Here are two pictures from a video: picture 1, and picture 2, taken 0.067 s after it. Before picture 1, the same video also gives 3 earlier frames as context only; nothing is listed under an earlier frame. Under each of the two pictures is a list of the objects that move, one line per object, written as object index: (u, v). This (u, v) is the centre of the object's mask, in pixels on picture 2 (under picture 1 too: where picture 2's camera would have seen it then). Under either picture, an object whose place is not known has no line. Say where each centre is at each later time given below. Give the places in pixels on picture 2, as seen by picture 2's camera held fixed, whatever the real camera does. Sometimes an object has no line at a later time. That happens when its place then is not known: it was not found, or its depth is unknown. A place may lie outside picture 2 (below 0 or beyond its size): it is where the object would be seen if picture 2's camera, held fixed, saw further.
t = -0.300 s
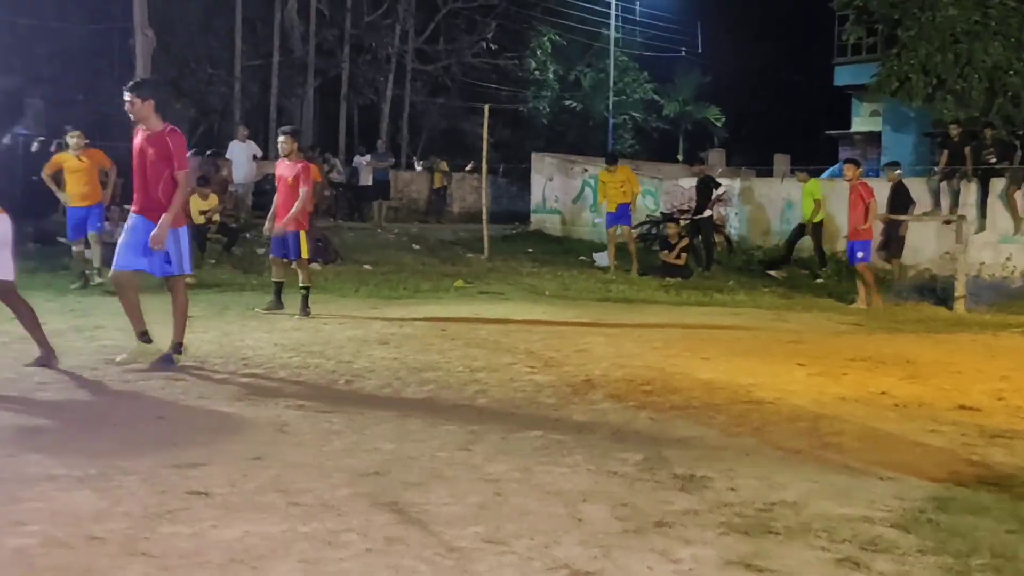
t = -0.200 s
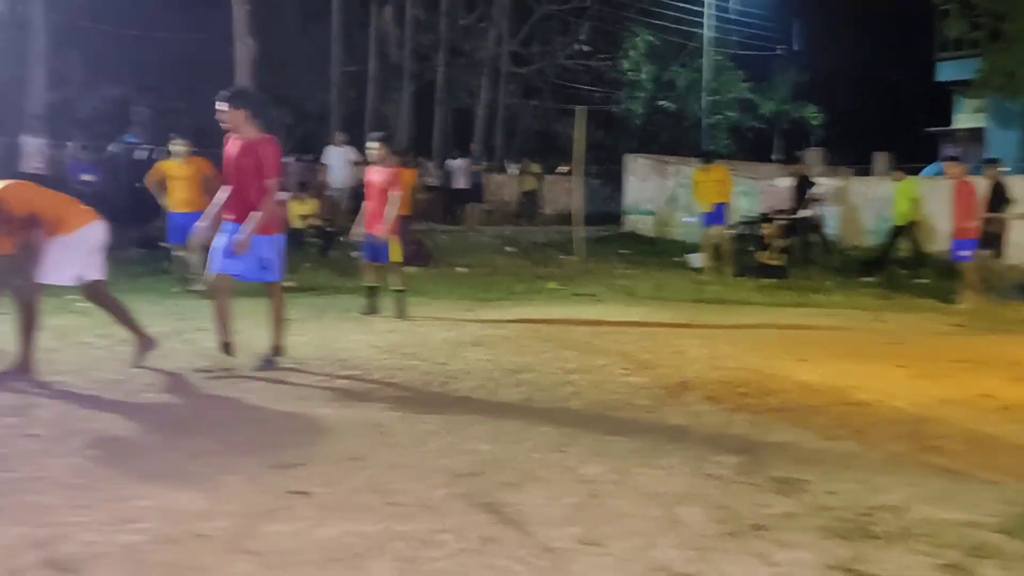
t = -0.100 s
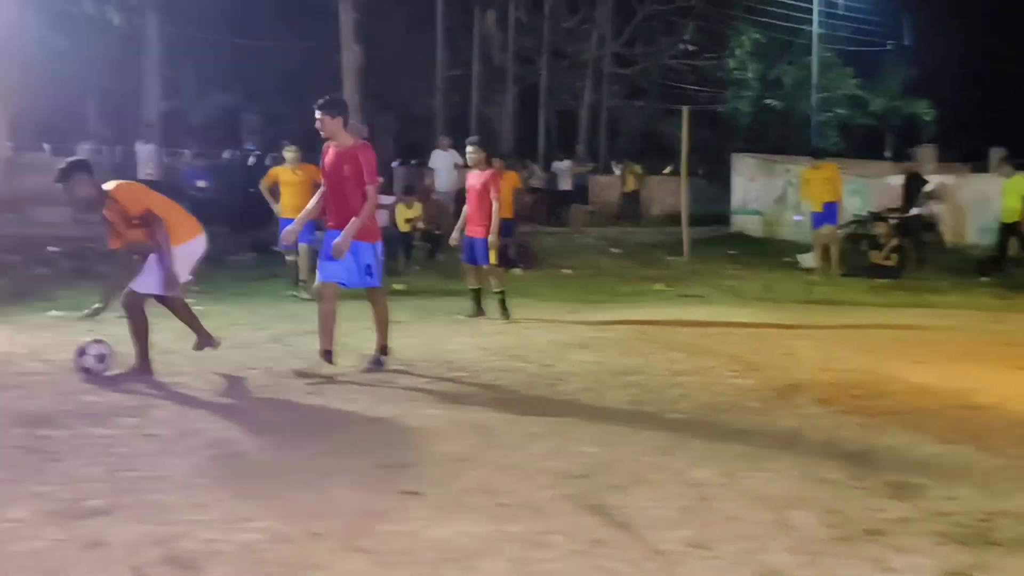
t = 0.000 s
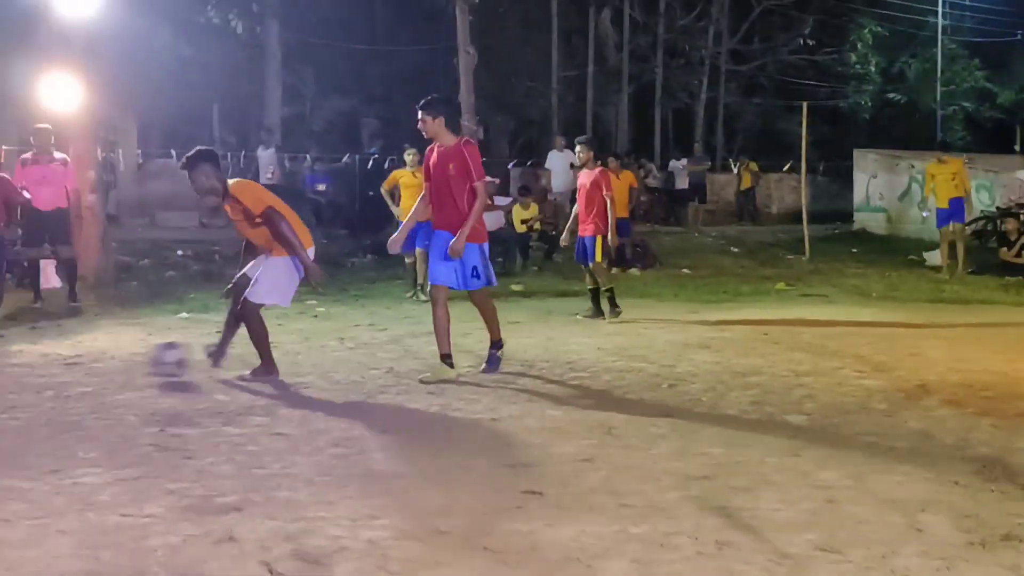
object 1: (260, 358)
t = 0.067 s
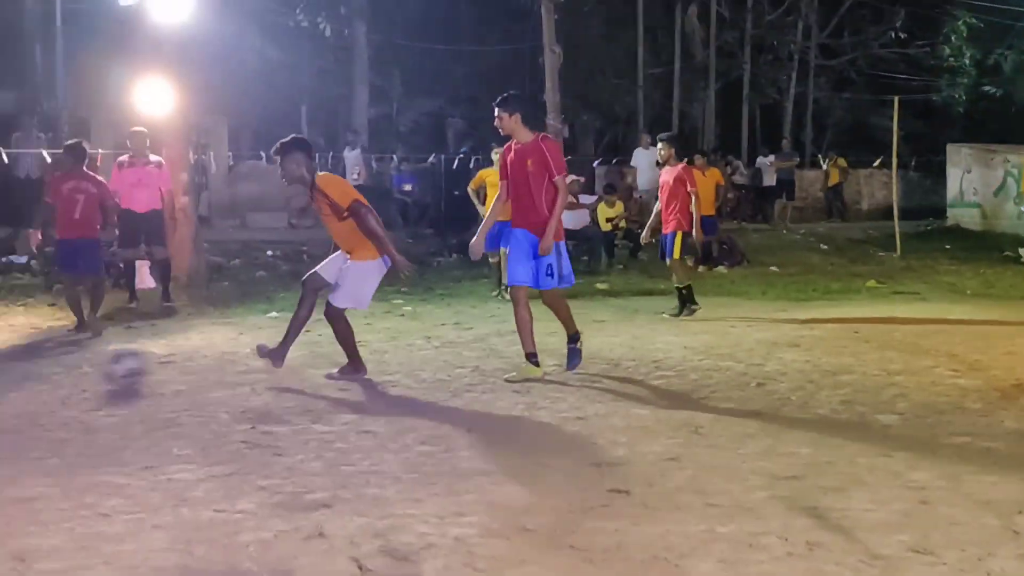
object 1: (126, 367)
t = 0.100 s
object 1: (60, 371)
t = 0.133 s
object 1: (-11, 373)
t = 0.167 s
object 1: (-81, 378)
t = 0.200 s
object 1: (-154, 381)
